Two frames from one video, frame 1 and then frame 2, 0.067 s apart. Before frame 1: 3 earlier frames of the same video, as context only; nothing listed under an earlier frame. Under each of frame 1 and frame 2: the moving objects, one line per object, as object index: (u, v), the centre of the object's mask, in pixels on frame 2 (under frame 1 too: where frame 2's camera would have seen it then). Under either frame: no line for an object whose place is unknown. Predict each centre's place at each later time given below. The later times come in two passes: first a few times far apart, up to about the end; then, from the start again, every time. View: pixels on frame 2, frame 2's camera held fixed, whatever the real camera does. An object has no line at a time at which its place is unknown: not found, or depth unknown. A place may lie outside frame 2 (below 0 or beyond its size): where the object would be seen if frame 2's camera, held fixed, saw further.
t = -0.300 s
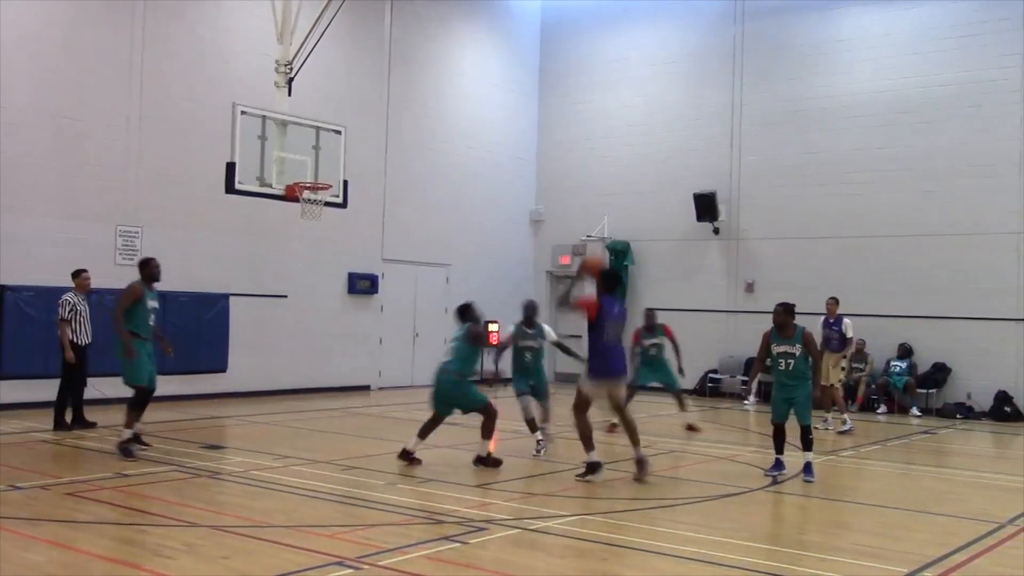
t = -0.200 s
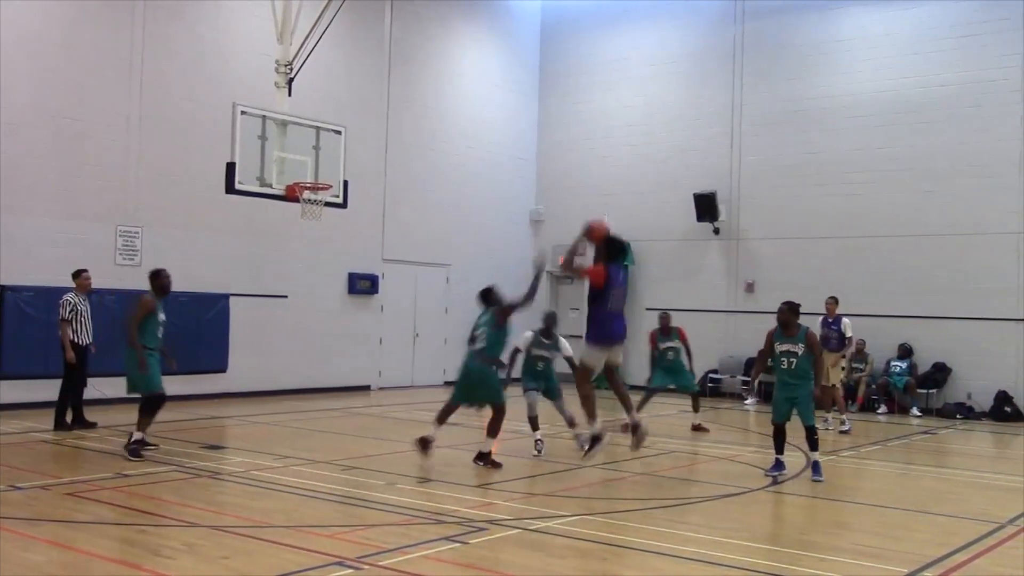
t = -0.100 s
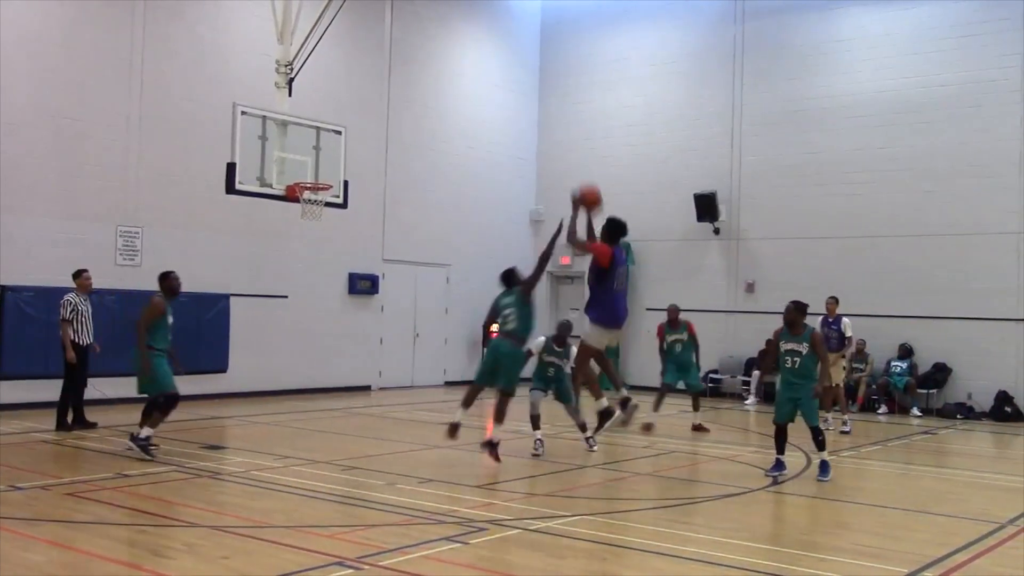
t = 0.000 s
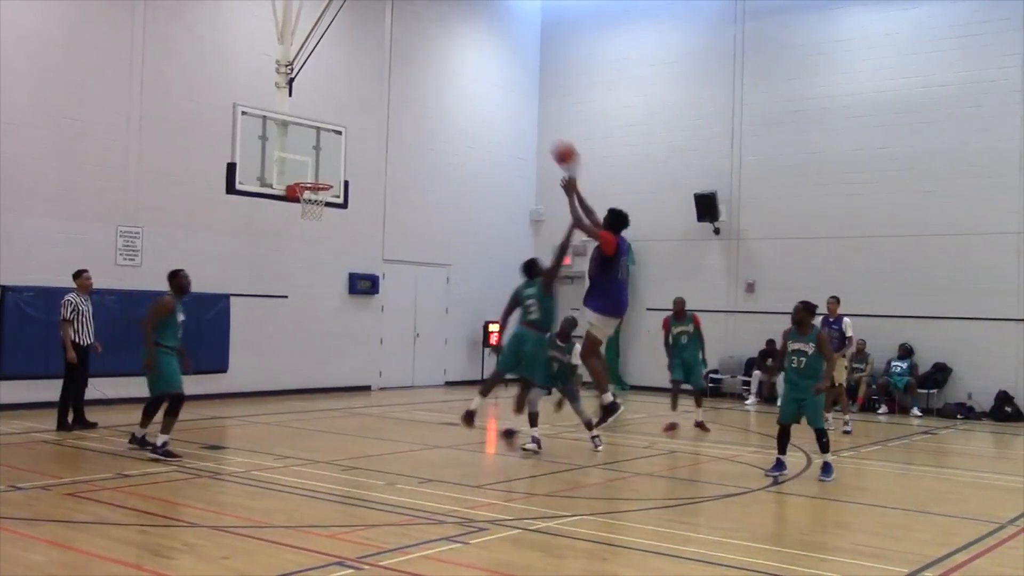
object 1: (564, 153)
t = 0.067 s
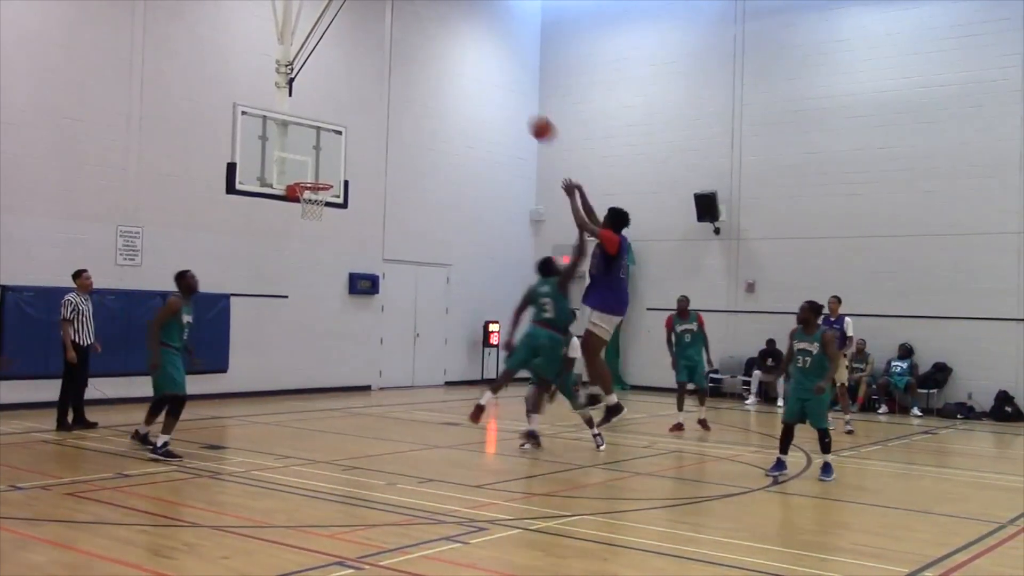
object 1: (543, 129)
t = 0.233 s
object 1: (489, 88)
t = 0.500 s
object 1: (413, 80)
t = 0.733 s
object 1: (356, 121)
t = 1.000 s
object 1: (302, 206)
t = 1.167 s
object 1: (299, 248)
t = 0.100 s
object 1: (532, 119)
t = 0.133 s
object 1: (521, 109)
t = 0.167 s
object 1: (510, 101)
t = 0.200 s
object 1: (499, 94)
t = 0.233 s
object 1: (489, 88)
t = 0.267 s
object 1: (479, 83)
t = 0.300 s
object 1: (469, 79)
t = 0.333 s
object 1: (459, 77)
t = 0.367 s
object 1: (450, 76)
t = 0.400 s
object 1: (440, 75)
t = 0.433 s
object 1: (431, 76)
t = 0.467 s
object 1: (421, 78)
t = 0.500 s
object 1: (413, 80)
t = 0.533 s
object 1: (404, 83)
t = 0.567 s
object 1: (396, 88)
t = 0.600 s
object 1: (387, 93)
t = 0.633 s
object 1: (379, 98)
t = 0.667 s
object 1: (371, 105)
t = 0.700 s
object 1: (363, 112)
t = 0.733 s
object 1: (356, 121)
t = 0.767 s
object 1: (348, 129)
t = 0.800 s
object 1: (340, 139)
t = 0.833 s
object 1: (332, 150)
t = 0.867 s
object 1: (325, 162)
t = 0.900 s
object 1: (318, 173)
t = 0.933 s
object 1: (311, 185)
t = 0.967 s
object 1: (307, 197)
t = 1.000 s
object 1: (302, 206)
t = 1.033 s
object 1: (302, 213)
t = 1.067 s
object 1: (301, 220)
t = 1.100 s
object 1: (301, 229)
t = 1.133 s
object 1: (300, 238)
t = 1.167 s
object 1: (299, 248)
